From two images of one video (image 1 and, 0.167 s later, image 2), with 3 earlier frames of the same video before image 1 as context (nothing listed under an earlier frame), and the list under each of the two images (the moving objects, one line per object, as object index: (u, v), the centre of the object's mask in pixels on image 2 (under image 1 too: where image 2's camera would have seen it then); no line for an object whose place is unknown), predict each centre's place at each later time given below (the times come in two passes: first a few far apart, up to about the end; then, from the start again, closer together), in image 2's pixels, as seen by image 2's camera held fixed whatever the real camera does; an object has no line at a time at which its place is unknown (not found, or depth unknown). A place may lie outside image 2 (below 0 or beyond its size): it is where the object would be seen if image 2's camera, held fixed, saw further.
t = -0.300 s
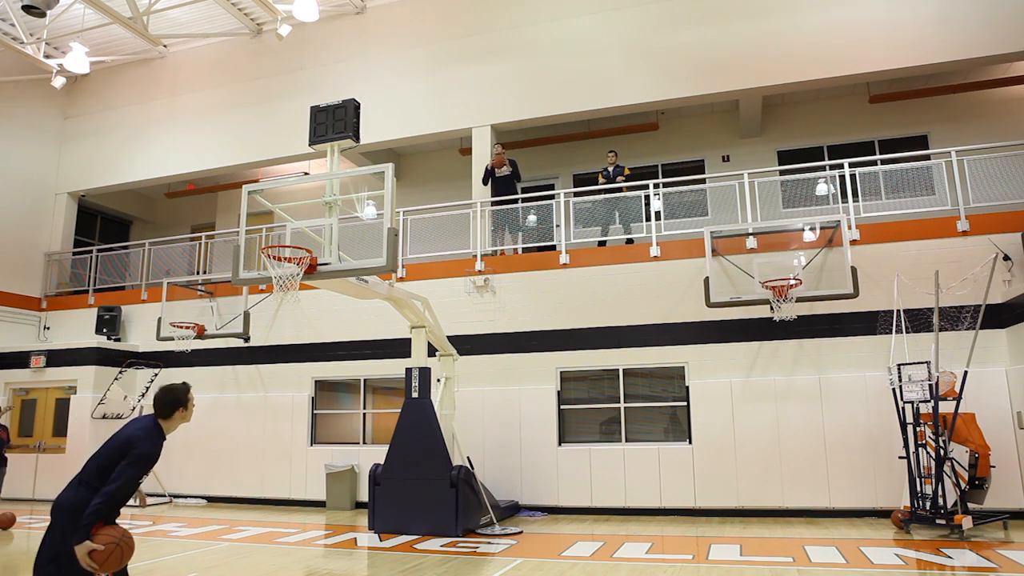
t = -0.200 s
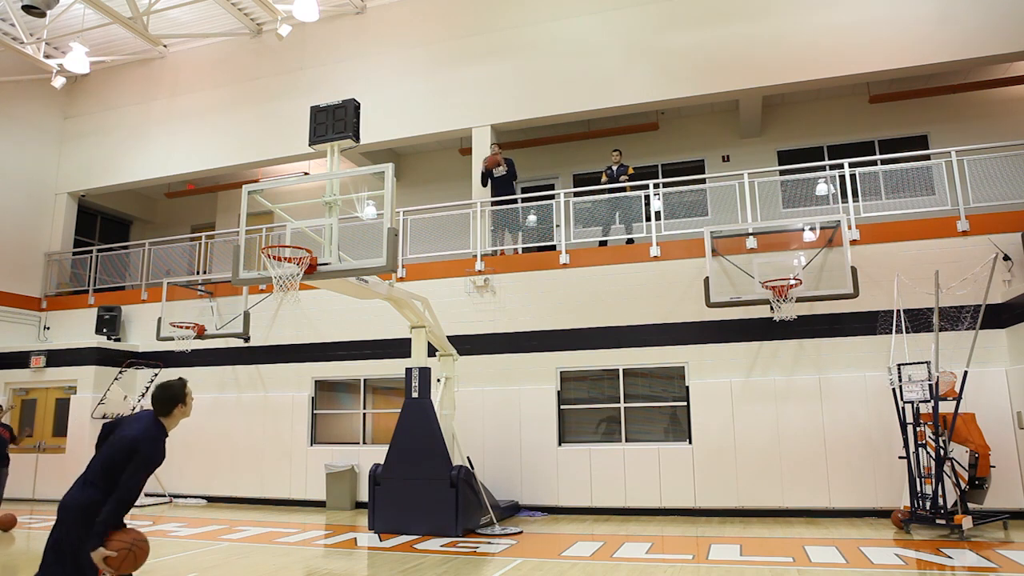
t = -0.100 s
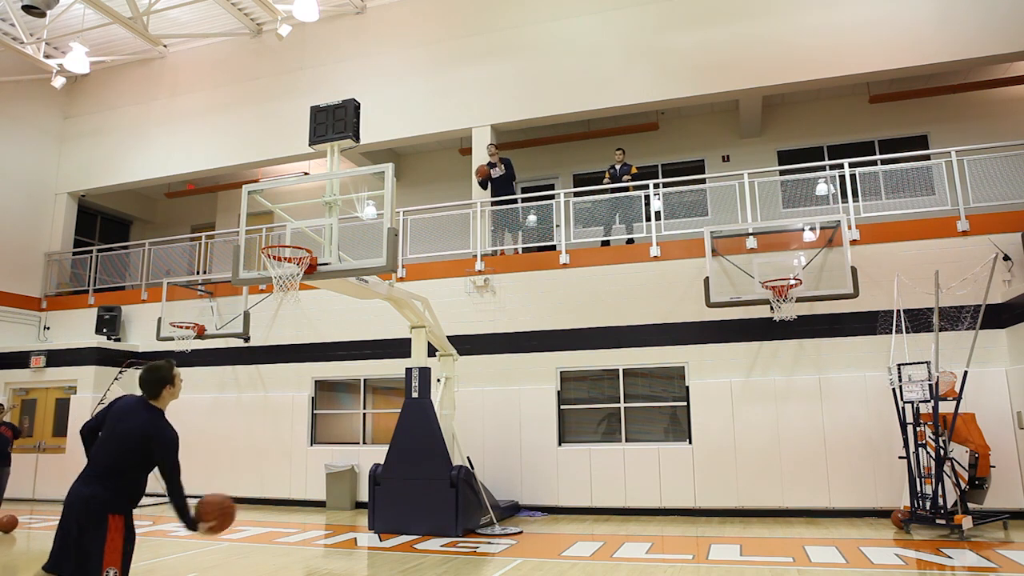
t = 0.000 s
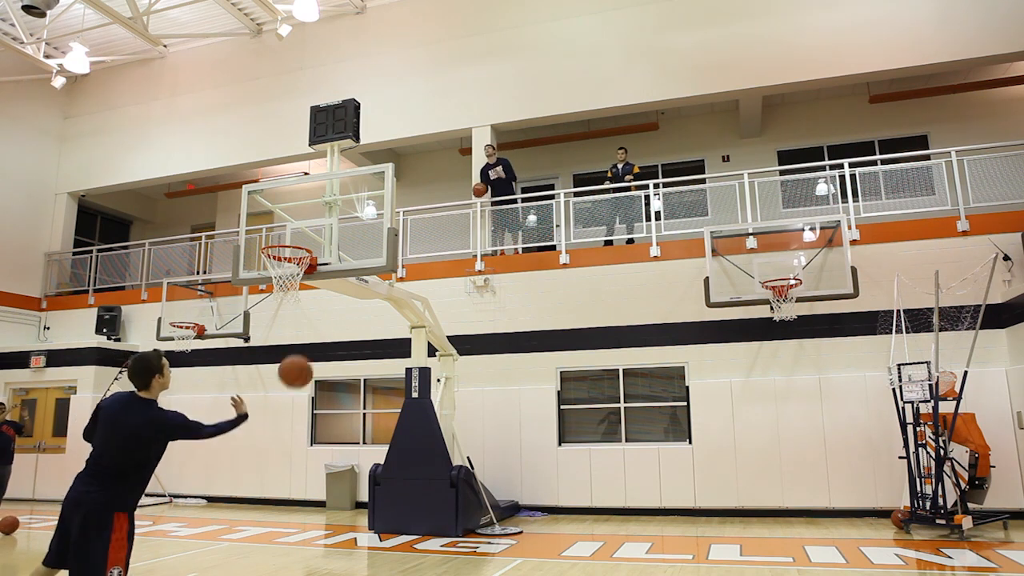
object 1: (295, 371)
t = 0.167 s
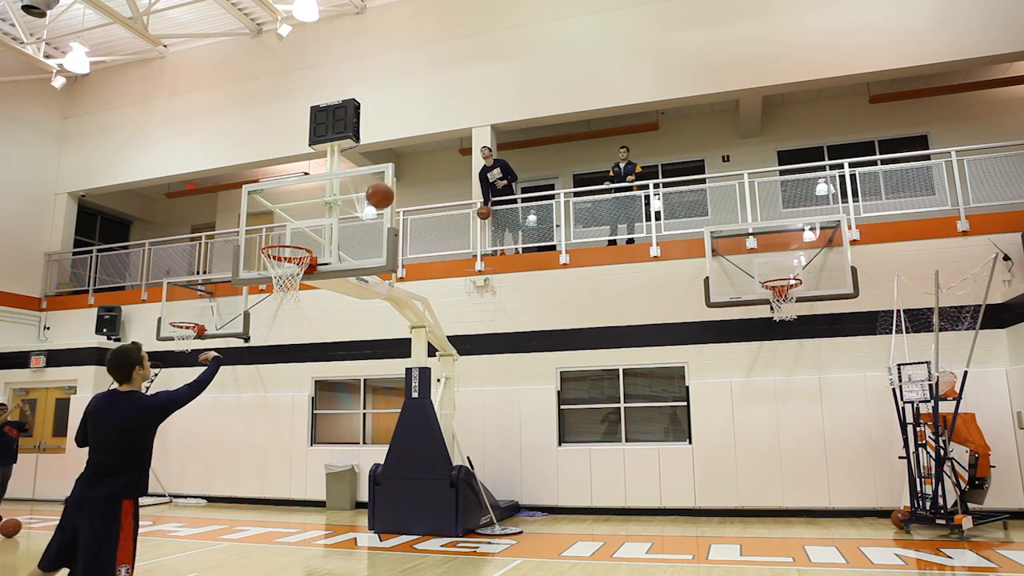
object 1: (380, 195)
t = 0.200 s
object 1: (394, 171)
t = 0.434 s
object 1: (470, 71)
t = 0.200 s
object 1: (394, 171)
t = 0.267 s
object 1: (419, 132)
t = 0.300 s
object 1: (430, 116)
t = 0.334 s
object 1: (441, 102)
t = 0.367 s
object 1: (451, 90)
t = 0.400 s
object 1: (461, 80)
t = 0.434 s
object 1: (470, 71)
